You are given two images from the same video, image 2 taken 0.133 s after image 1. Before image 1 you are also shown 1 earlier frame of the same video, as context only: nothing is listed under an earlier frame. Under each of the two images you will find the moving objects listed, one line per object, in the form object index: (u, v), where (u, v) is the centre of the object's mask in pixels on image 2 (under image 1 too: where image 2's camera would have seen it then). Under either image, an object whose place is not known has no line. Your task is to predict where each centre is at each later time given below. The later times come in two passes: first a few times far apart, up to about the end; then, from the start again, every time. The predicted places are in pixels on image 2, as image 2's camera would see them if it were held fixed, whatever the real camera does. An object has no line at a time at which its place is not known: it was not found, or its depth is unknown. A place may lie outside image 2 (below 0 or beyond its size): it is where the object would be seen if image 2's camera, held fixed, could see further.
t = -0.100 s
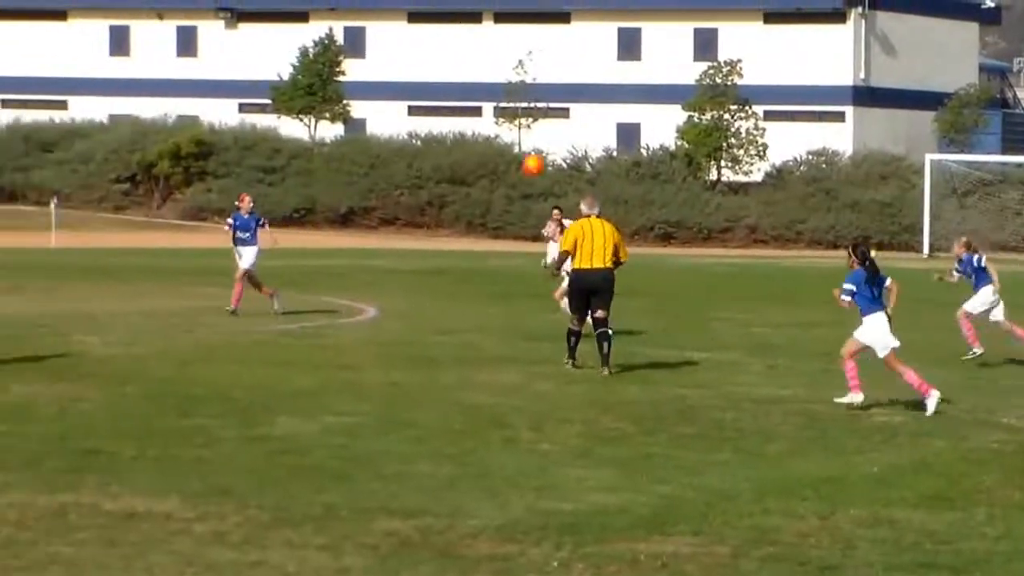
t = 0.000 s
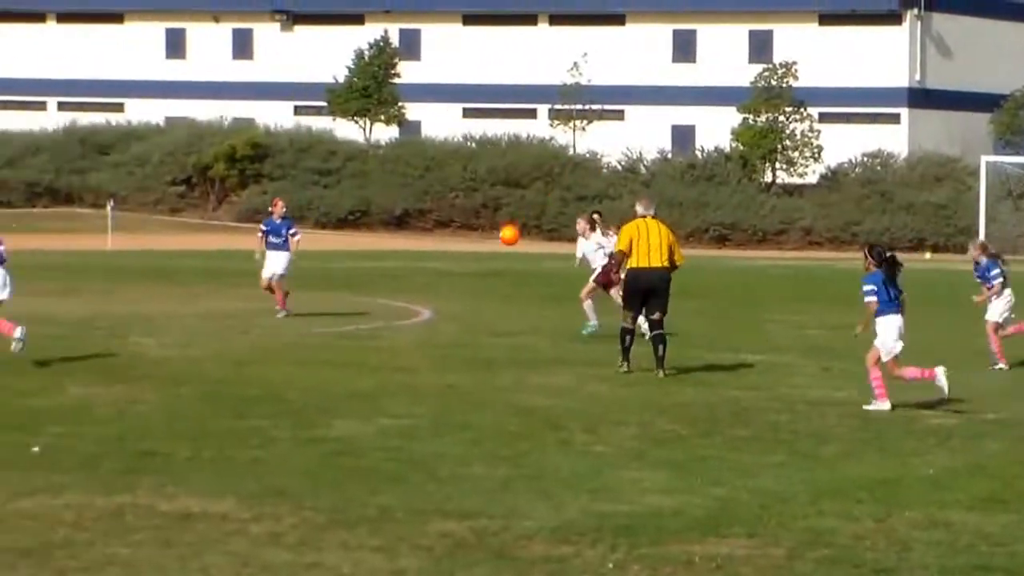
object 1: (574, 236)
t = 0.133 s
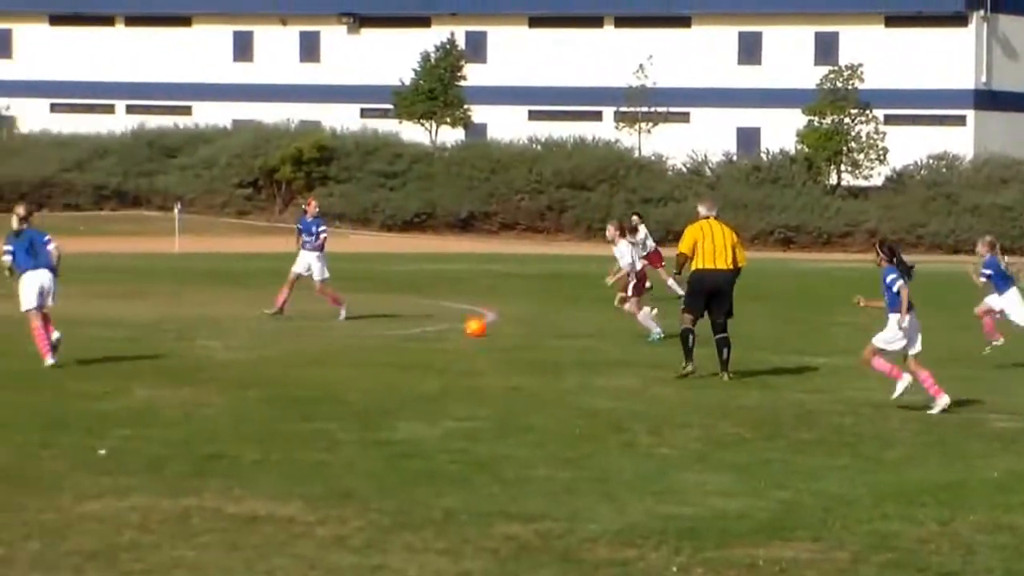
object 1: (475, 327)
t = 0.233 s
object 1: (453, 268)
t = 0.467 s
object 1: (400, 168)
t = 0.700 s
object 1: (346, 121)
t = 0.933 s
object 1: (294, 121)
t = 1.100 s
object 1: (256, 151)
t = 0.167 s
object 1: (468, 306)
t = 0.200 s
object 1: (460, 287)
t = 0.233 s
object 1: (453, 268)
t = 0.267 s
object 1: (445, 251)
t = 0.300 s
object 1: (438, 234)
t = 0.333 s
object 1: (429, 218)
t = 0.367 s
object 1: (422, 204)
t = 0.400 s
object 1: (415, 191)
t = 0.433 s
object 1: (407, 179)
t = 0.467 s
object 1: (400, 168)
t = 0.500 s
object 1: (392, 157)
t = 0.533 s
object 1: (384, 148)
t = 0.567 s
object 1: (376, 141)
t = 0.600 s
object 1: (368, 134)
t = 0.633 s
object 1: (362, 128)
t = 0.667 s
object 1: (354, 125)
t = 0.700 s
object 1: (346, 121)
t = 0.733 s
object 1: (339, 118)
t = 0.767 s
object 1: (332, 116)
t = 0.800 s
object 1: (324, 115)
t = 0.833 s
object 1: (316, 115)
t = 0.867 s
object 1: (309, 116)
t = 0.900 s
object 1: (301, 119)
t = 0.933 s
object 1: (294, 121)
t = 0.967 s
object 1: (286, 125)
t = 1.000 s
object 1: (280, 128)
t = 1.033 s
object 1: (272, 135)
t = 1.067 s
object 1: (263, 143)
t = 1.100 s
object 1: (256, 151)
